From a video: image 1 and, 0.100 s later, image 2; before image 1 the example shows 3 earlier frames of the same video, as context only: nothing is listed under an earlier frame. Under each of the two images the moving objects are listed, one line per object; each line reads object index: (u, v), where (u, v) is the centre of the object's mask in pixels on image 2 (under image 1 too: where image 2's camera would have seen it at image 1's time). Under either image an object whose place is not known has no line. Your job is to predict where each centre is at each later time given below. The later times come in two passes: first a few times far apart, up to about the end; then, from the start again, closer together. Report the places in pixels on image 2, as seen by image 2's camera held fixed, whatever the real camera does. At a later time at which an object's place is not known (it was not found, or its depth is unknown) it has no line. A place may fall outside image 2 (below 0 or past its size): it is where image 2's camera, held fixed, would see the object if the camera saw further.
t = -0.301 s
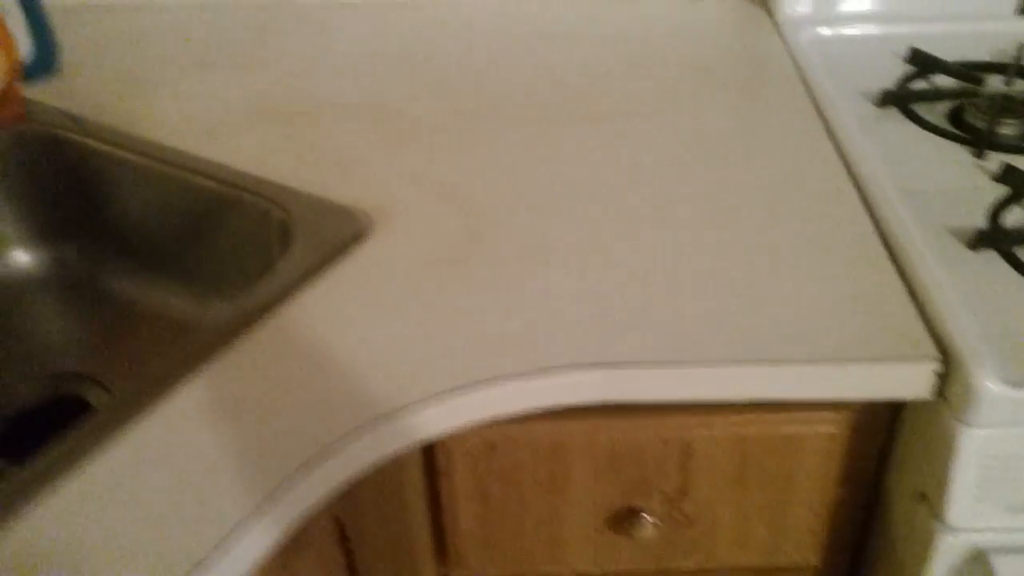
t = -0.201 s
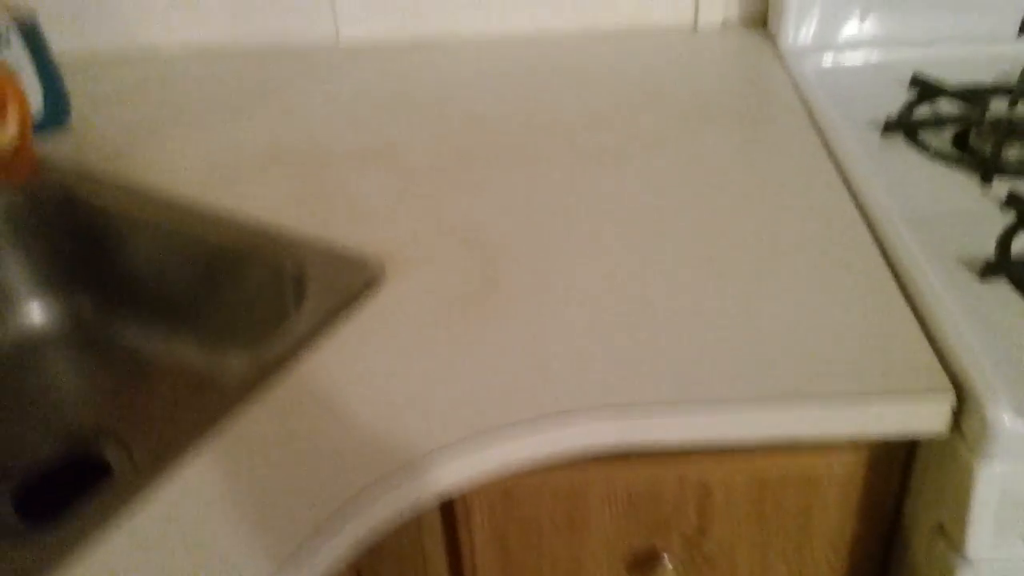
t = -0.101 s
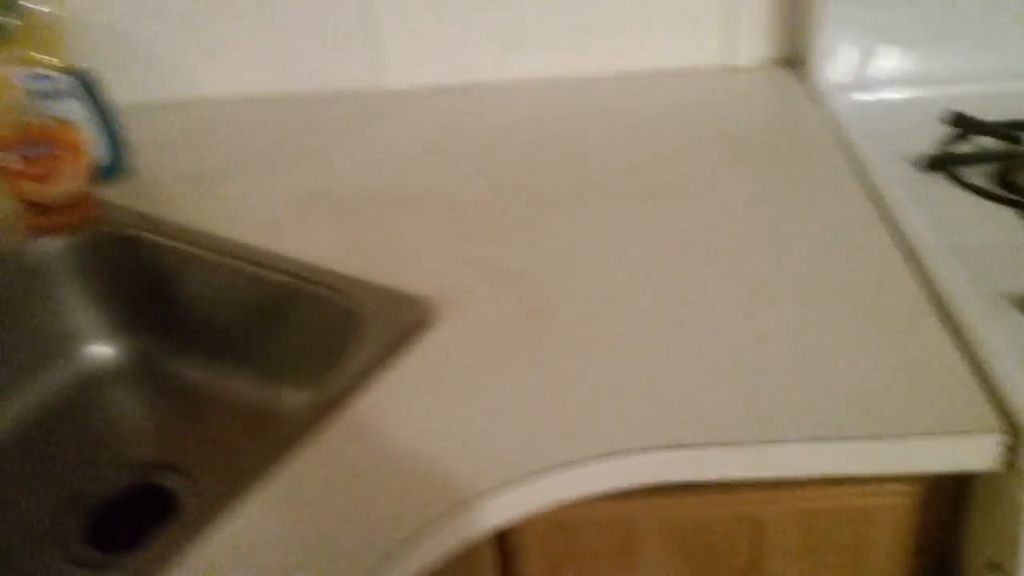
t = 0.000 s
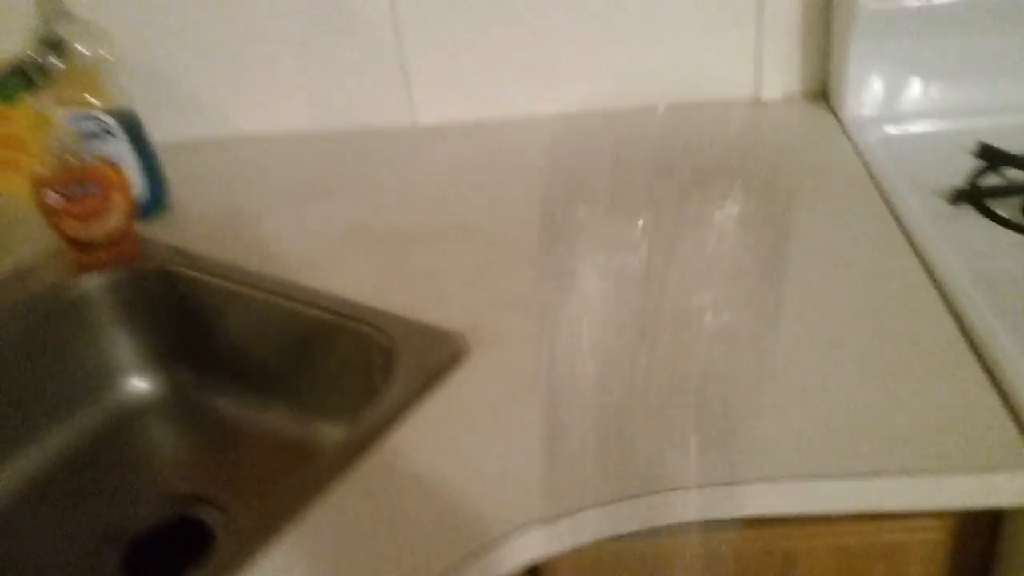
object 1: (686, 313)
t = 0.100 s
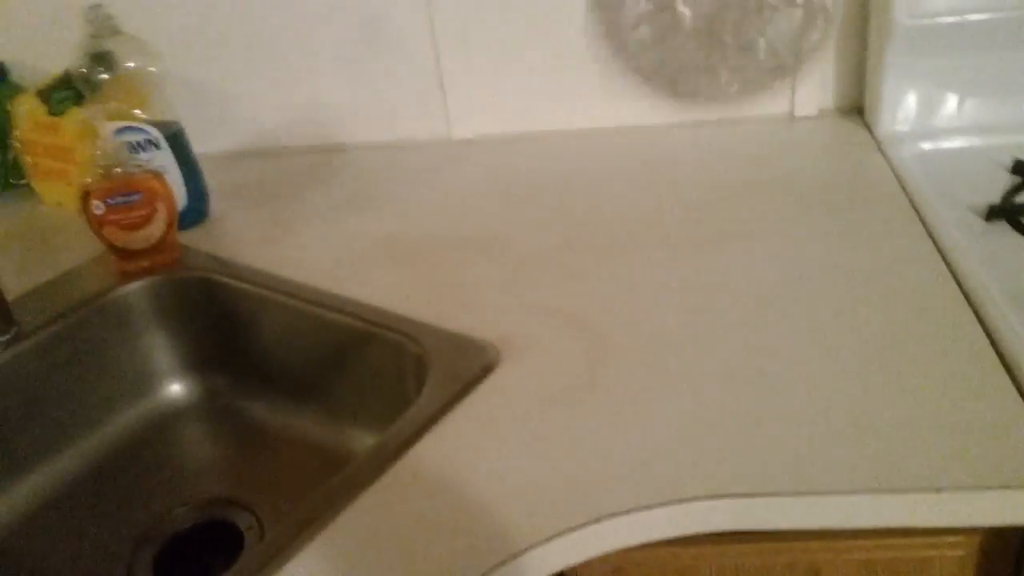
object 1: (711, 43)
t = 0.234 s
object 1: (708, 88)
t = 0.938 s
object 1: (731, 282)
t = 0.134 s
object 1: (715, 37)
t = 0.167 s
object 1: (717, 40)
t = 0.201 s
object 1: (713, 60)
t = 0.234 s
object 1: (708, 88)
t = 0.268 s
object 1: (702, 113)
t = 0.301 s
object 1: (700, 143)
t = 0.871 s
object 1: (731, 282)
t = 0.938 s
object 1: (731, 282)
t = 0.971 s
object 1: (733, 282)
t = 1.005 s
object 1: (735, 282)
